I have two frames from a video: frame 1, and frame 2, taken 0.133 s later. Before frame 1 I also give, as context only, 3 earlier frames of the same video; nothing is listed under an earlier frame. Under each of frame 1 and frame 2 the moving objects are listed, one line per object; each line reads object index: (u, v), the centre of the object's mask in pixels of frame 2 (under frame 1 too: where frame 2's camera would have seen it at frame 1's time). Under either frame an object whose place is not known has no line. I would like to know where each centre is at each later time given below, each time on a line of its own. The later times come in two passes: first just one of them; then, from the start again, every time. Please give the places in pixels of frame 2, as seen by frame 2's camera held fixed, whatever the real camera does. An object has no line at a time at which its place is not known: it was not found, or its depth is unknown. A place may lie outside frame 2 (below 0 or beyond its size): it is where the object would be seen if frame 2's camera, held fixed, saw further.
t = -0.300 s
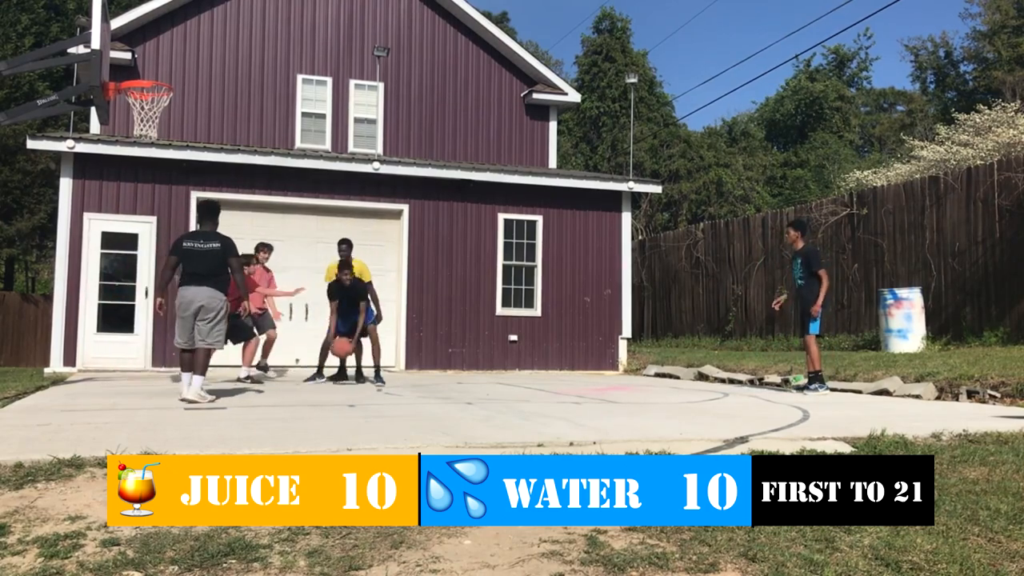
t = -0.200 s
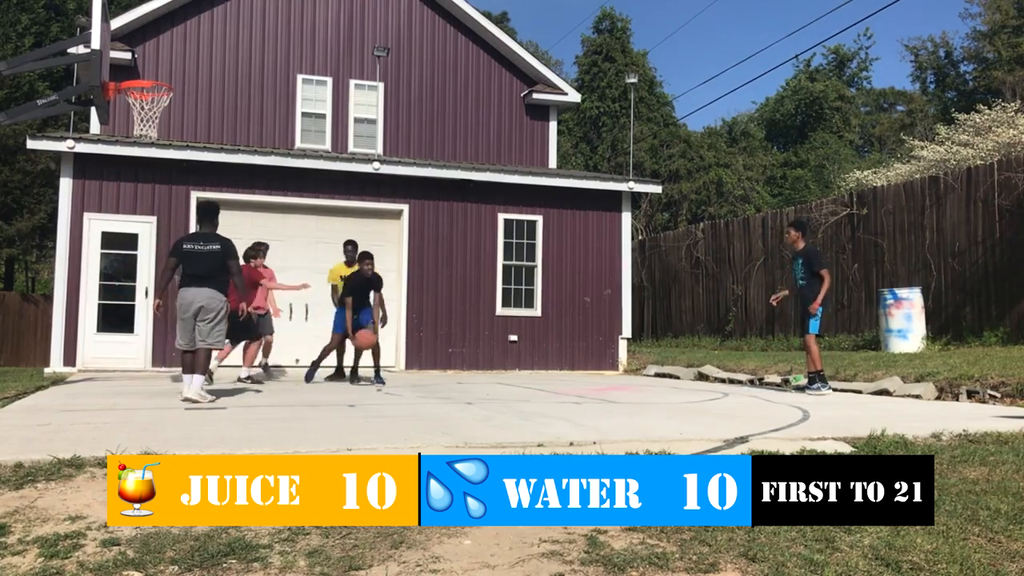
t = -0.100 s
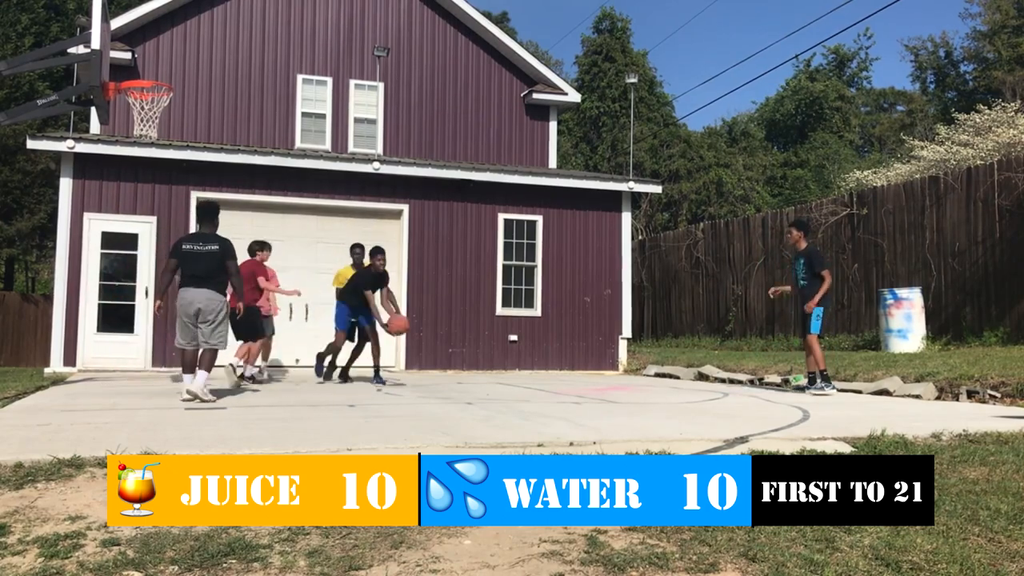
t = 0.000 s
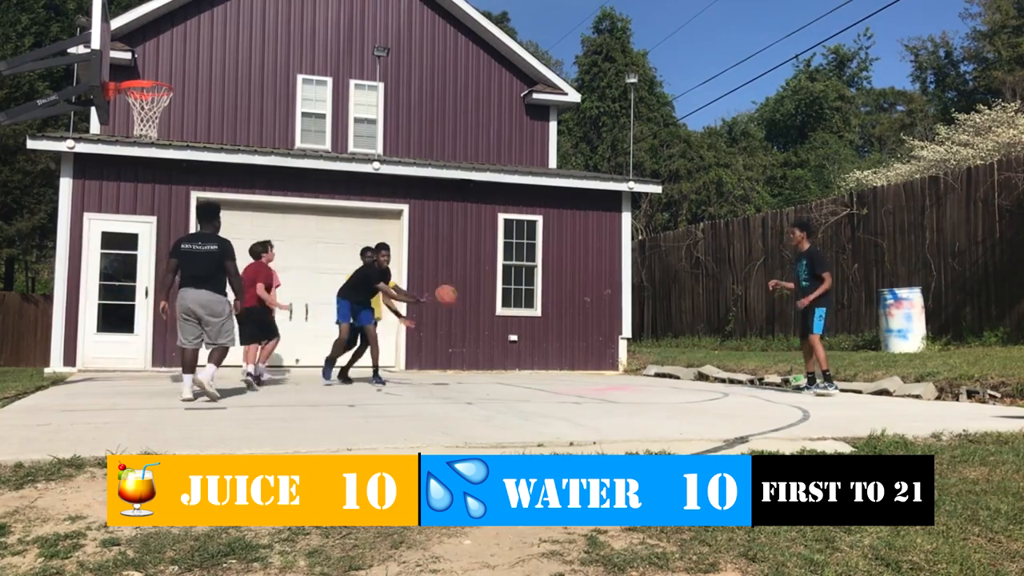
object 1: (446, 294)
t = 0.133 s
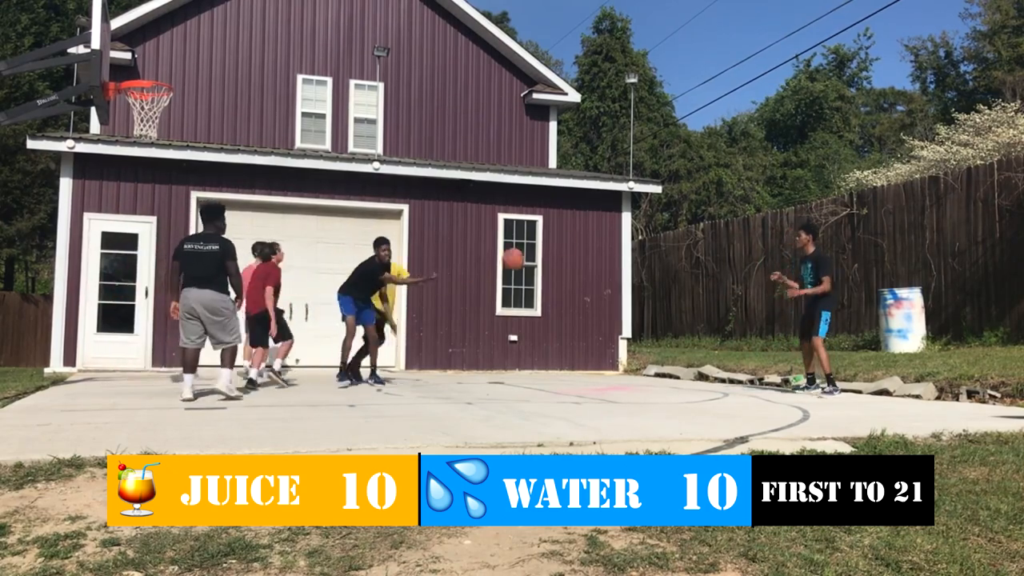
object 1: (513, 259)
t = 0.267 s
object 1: (581, 237)
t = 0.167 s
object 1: (530, 252)
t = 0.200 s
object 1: (546, 246)
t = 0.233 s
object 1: (564, 241)
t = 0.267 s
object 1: (581, 237)
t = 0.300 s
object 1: (598, 235)
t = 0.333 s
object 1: (615, 233)
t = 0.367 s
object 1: (633, 233)
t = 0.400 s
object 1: (649, 234)
